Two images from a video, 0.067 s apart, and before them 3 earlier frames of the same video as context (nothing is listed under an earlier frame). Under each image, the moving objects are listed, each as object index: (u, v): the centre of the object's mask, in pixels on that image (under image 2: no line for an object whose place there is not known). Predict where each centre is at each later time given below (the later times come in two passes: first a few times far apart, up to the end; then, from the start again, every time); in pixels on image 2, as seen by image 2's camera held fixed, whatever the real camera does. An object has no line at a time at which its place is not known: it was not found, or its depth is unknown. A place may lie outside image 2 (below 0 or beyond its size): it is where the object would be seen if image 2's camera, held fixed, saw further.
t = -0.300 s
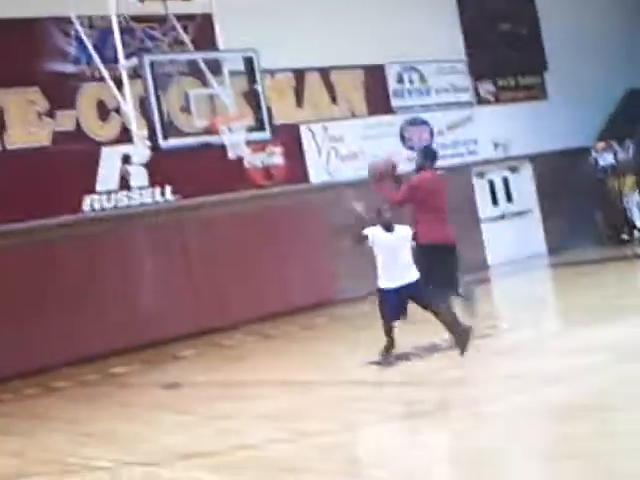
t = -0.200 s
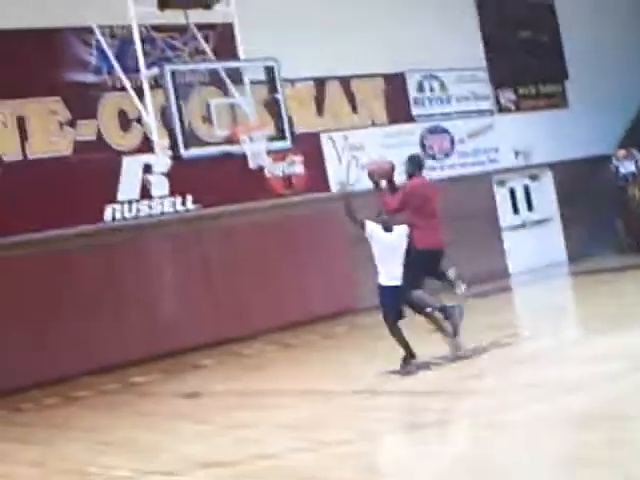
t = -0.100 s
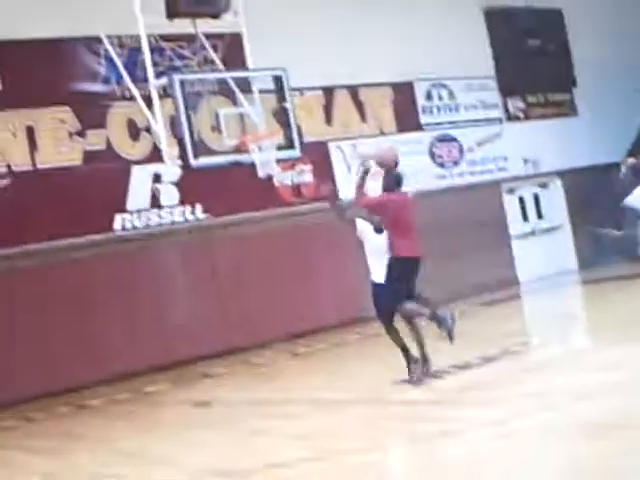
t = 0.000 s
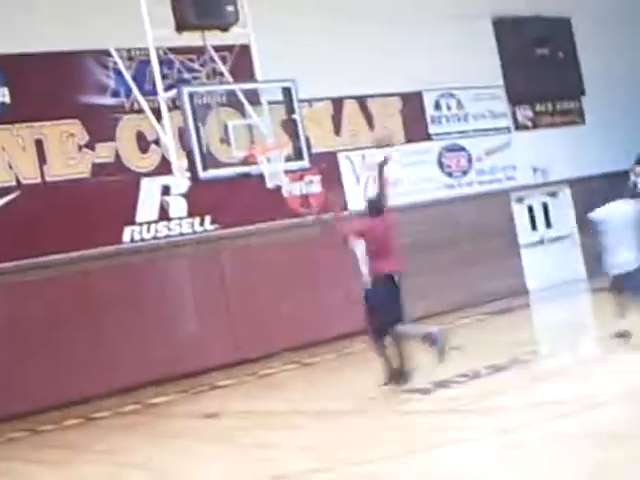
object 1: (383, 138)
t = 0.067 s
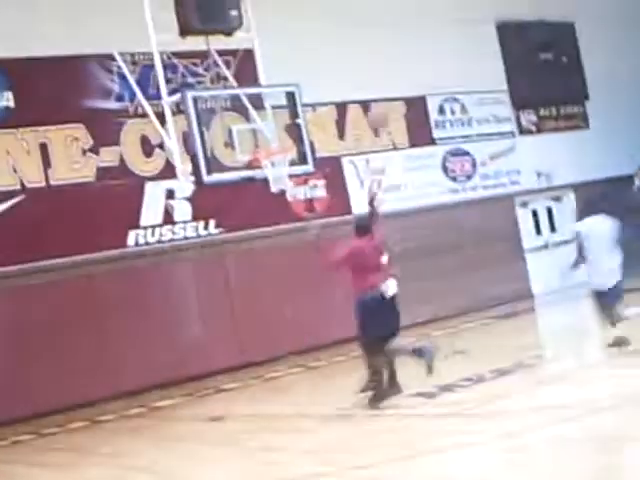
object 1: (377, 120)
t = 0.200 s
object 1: (363, 90)
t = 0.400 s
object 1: (349, 73)
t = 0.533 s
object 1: (344, 85)
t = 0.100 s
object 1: (373, 108)
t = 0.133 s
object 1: (370, 102)
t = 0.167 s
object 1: (366, 95)
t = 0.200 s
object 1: (363, 90)
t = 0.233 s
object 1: (360, 84)
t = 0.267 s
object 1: (358, 78)
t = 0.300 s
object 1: (355, 75)
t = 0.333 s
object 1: (353, 74)
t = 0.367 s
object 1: (352, 74)
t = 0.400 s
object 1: (349, 73)
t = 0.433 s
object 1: (347, 75)
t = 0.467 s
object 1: (346, 79)
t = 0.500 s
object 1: (346, 81)
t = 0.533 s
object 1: (344, 85)
